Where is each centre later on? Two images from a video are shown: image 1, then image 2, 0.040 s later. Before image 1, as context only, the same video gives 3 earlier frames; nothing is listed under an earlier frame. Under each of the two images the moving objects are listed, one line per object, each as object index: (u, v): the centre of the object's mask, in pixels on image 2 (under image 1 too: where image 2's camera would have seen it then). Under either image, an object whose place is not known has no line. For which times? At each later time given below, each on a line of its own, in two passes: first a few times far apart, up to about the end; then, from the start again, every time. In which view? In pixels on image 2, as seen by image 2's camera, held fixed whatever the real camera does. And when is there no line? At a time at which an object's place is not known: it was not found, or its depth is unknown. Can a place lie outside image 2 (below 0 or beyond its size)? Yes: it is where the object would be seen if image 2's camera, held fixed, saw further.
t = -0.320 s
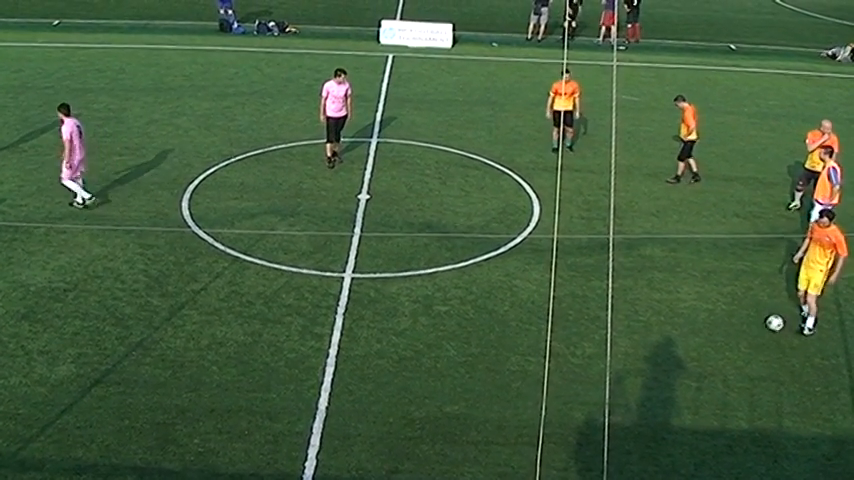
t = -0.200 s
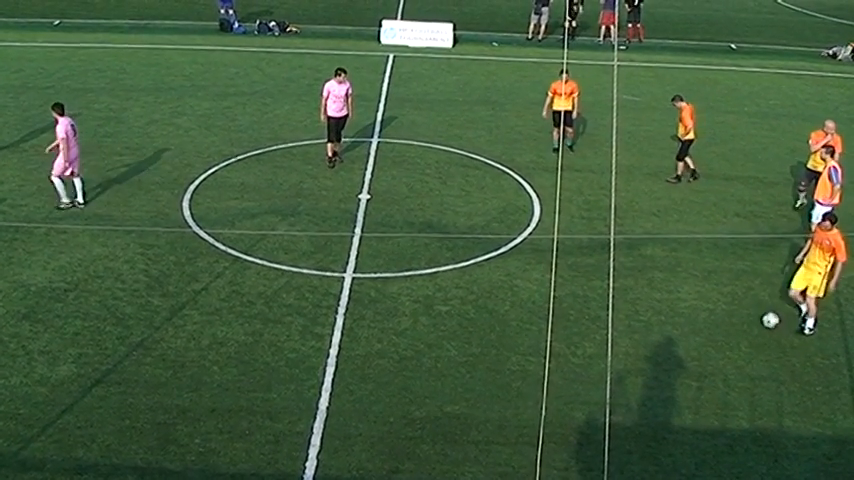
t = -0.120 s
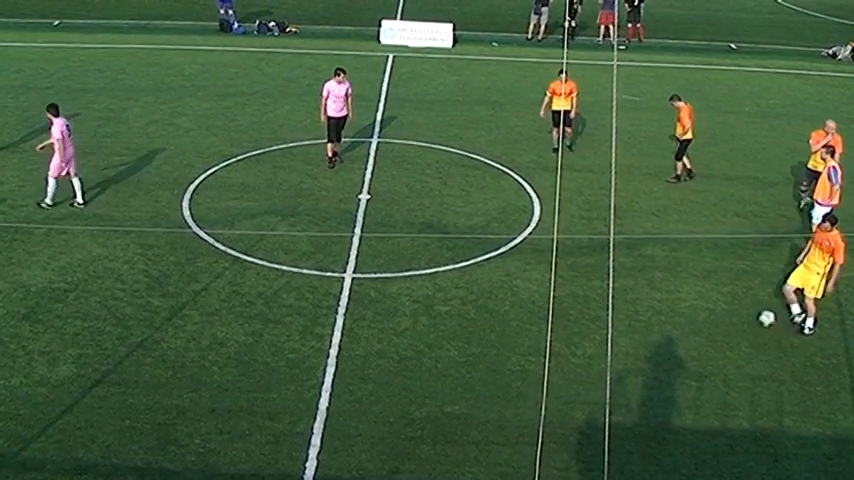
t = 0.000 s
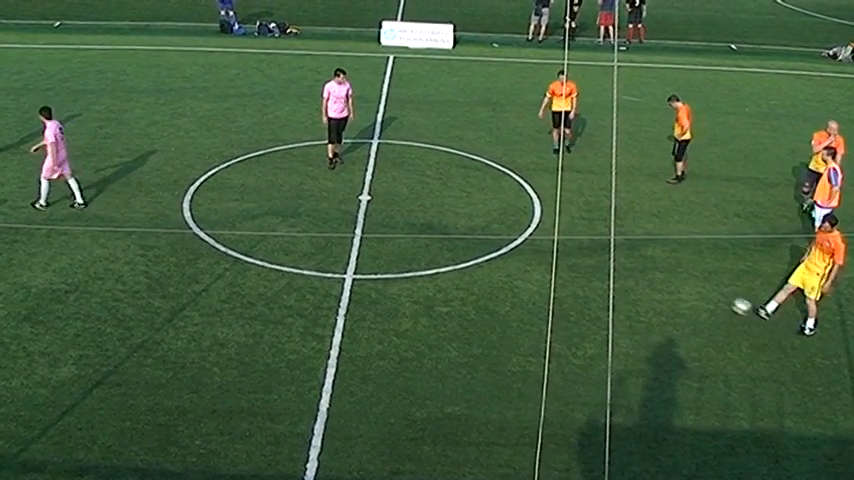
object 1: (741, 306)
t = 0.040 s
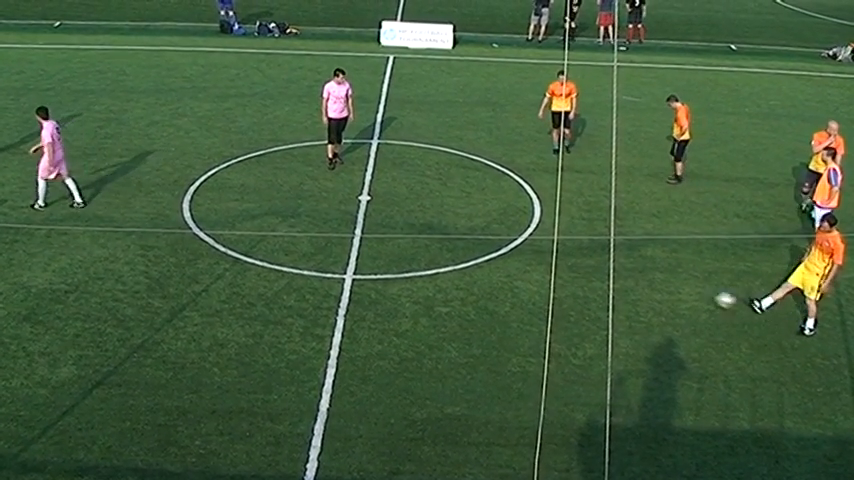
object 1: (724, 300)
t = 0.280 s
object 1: (630, 282)
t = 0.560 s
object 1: (565, 264)
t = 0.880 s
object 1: (515, 248)
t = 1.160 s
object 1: (475, 236)
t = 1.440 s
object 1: (438, 225)
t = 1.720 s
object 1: (406, 215)
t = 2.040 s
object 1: (373, 203)
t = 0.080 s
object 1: (709, 295)
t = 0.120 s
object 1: (693, 290)
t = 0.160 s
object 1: (677, 287)
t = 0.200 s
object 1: (661, 284)
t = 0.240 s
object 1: (645, 283)
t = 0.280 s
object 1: (630, 282)
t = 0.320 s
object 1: (619, 279)
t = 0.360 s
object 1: (610, 274)
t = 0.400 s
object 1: (601, 271)
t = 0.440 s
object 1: (592, 267)
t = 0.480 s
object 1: (583, 265)
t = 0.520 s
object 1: (574, 264)
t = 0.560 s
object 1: (565, 264)
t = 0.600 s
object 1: (558, 262)
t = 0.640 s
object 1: (552, 259)
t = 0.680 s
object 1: (546, 256)
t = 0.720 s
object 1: (540, 254)
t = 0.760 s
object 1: (533, 254)
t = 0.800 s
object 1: (527, 253)
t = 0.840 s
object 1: (521, 250)
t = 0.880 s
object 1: (515, 248)
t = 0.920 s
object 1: (509, 246)
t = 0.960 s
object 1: (502, 245)
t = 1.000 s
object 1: (498, 243)
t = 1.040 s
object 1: (492, 241)
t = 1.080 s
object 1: (486, 240)
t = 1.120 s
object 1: (480, 238)
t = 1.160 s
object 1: (475, 236)
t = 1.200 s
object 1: (469, 234)
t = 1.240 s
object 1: (464, 233)
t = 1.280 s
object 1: (459, 231)
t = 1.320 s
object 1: (454, 229)
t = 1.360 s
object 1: (448, 228)
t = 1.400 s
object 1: (444, 227)
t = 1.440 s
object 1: (438, 225)
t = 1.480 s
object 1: (434, 223)
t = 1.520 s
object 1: (429, 222)
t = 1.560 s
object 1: (424, 220)
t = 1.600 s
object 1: (419, 219)
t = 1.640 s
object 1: (415, 218)
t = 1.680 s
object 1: (410, 216)
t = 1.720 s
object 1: (406, 215)
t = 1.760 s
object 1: (402, 213)
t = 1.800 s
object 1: (398, 212)
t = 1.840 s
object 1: (393, 210)
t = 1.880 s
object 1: (389, 209)
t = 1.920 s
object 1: (385, 208)
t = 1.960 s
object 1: (381, 206)
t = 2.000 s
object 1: (377, 205)
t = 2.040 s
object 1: (373, 203)
